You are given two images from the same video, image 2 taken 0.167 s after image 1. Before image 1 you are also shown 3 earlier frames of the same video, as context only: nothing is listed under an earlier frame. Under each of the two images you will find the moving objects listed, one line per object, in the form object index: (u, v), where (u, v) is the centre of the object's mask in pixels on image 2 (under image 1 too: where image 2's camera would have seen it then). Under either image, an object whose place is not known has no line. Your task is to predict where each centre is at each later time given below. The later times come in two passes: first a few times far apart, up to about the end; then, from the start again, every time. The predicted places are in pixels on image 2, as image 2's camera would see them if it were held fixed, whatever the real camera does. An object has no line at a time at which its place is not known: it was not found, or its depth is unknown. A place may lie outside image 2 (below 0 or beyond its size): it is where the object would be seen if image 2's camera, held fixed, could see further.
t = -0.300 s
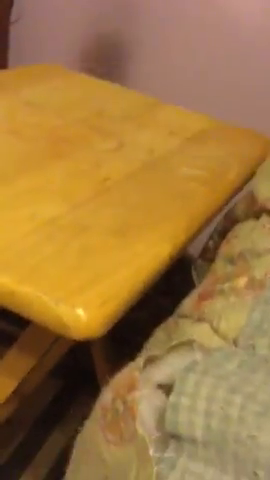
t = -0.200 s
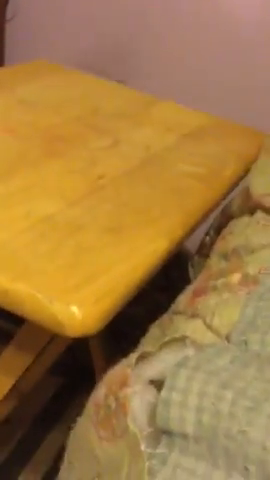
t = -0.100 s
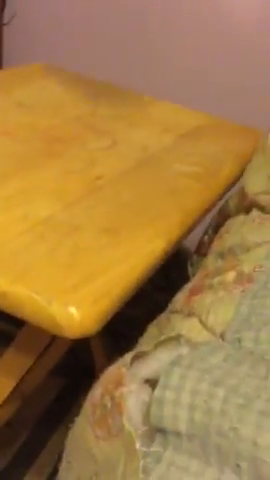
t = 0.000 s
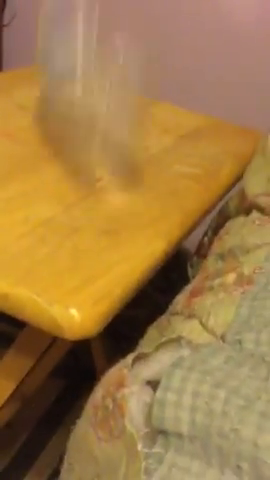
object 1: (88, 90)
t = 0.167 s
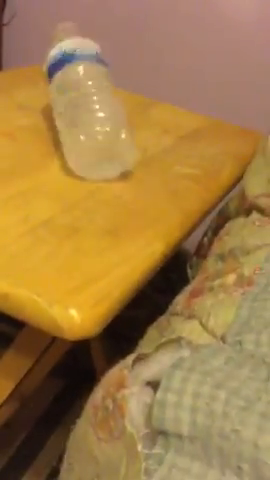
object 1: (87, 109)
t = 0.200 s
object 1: (87, 119)
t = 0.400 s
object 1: (102, 125)
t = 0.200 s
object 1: (87, 119)
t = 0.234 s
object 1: (88, 125)
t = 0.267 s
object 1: (90, 124)
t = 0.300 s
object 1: (92, 123)
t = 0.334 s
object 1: (95, 124)
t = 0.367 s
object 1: (98, 124)
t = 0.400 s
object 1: (102, 125)
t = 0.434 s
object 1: (107, 125)
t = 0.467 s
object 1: (111, 125)
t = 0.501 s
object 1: (115, 126)
